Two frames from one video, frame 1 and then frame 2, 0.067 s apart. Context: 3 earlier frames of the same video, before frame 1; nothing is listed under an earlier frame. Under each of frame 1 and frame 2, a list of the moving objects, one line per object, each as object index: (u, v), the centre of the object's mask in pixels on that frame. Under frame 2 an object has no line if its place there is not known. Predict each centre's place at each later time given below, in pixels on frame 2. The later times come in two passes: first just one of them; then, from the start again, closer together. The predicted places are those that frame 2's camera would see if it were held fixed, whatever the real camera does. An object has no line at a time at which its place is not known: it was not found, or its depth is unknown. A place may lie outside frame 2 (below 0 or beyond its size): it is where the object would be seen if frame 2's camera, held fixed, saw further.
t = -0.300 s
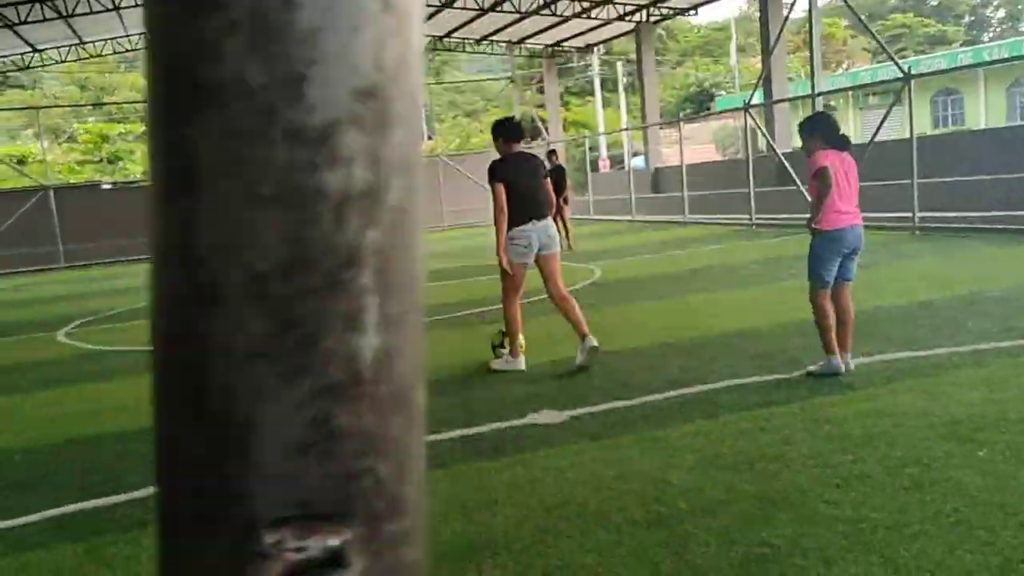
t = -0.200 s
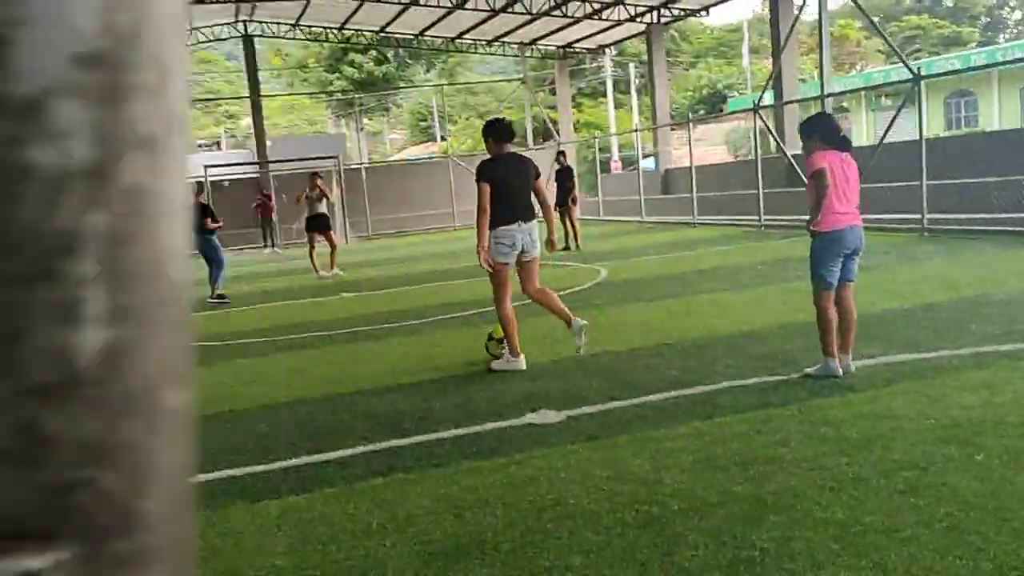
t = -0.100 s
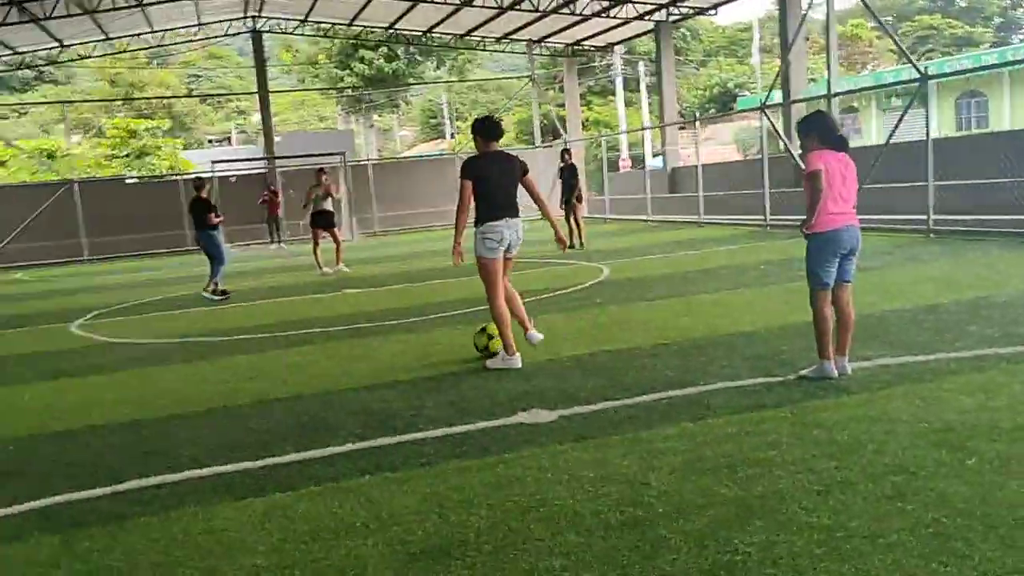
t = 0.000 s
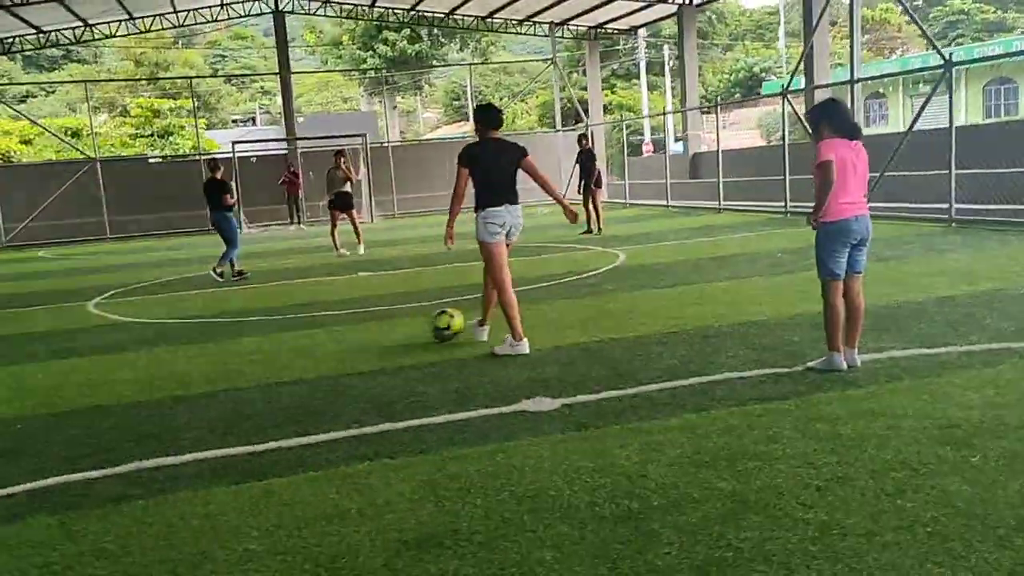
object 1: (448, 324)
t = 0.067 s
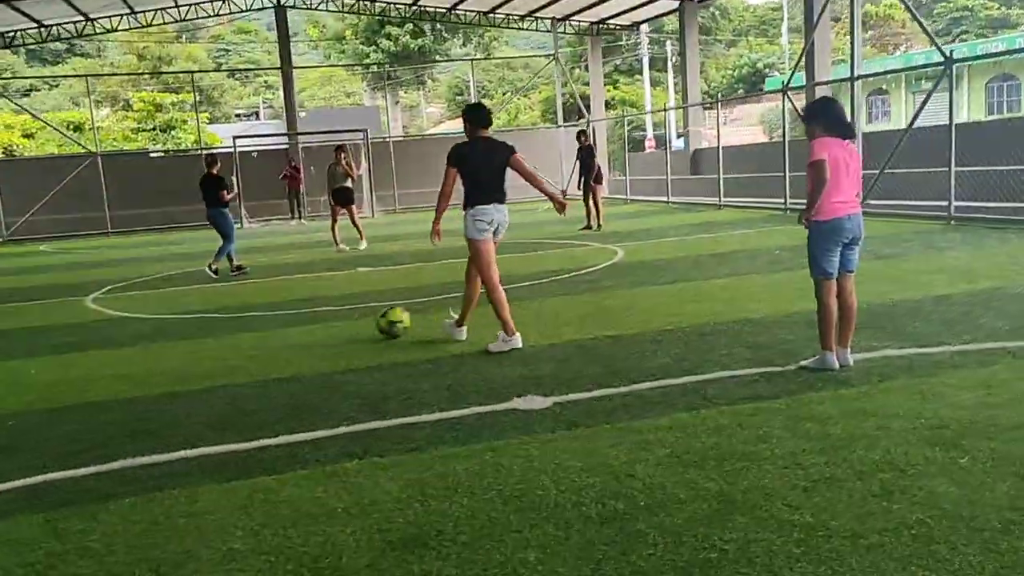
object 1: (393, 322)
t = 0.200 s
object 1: (314, 323)
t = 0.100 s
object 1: (372, 322)
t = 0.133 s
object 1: (351, 322)
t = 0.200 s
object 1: (314, 323)
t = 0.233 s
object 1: (299, 323)
